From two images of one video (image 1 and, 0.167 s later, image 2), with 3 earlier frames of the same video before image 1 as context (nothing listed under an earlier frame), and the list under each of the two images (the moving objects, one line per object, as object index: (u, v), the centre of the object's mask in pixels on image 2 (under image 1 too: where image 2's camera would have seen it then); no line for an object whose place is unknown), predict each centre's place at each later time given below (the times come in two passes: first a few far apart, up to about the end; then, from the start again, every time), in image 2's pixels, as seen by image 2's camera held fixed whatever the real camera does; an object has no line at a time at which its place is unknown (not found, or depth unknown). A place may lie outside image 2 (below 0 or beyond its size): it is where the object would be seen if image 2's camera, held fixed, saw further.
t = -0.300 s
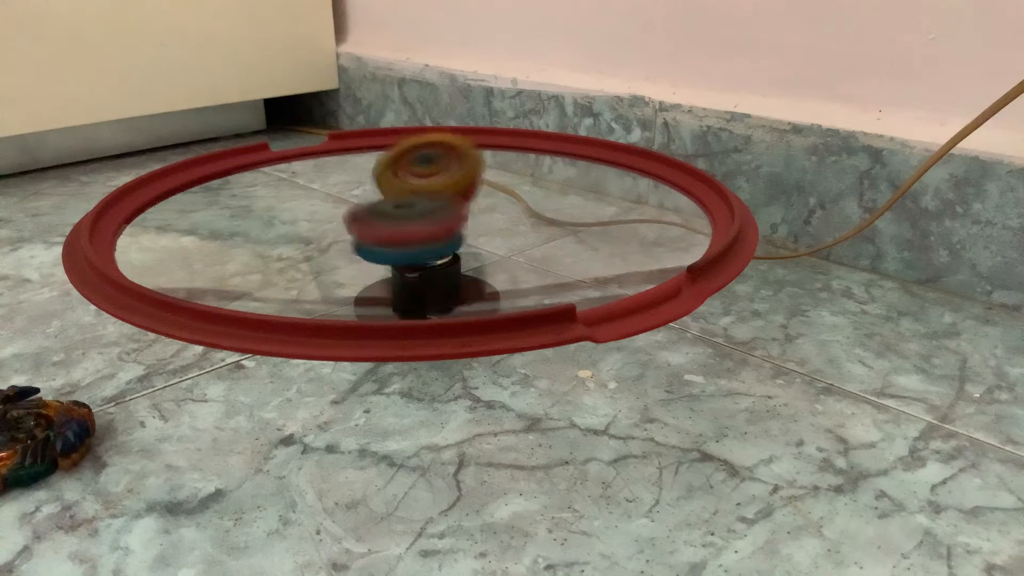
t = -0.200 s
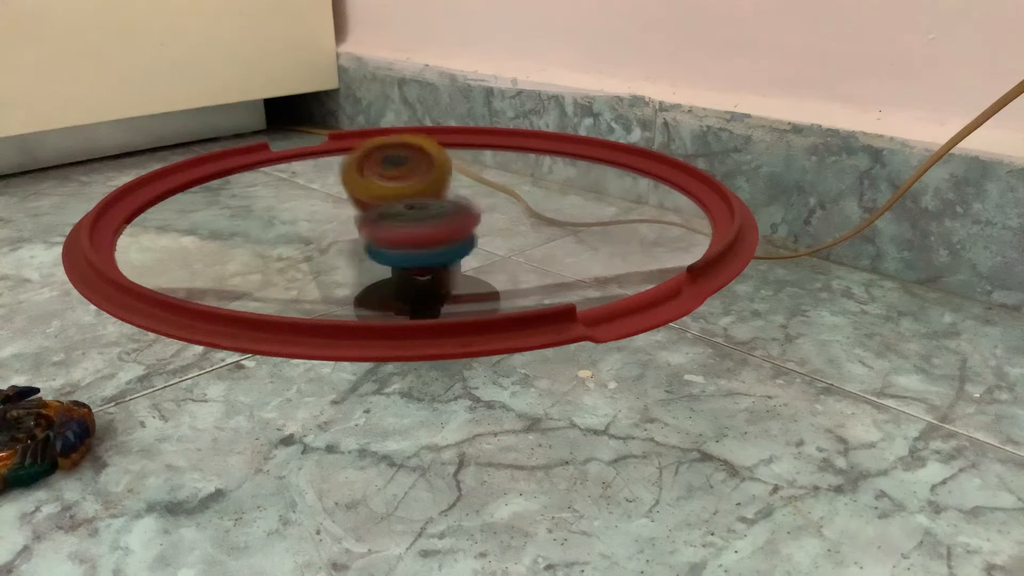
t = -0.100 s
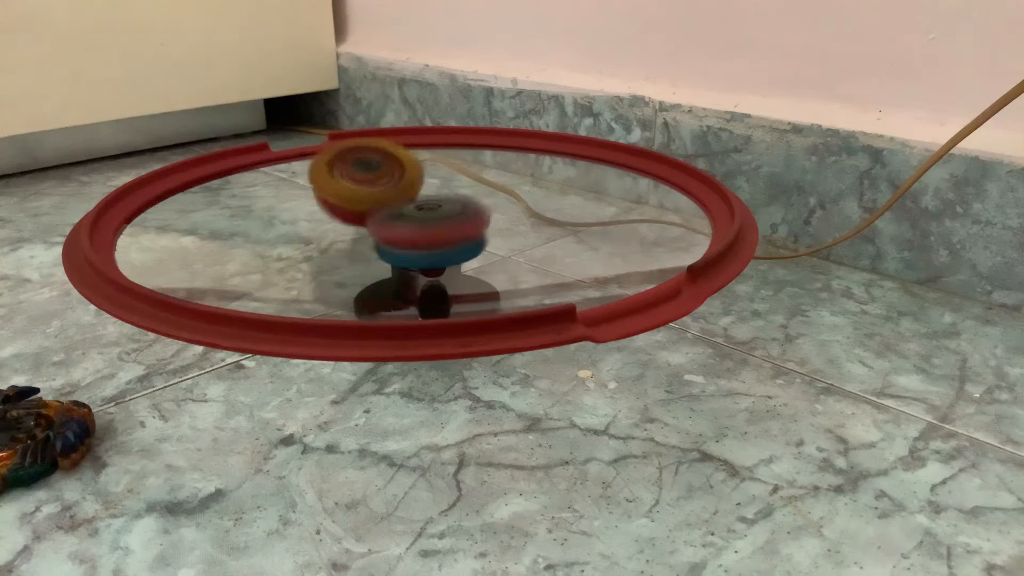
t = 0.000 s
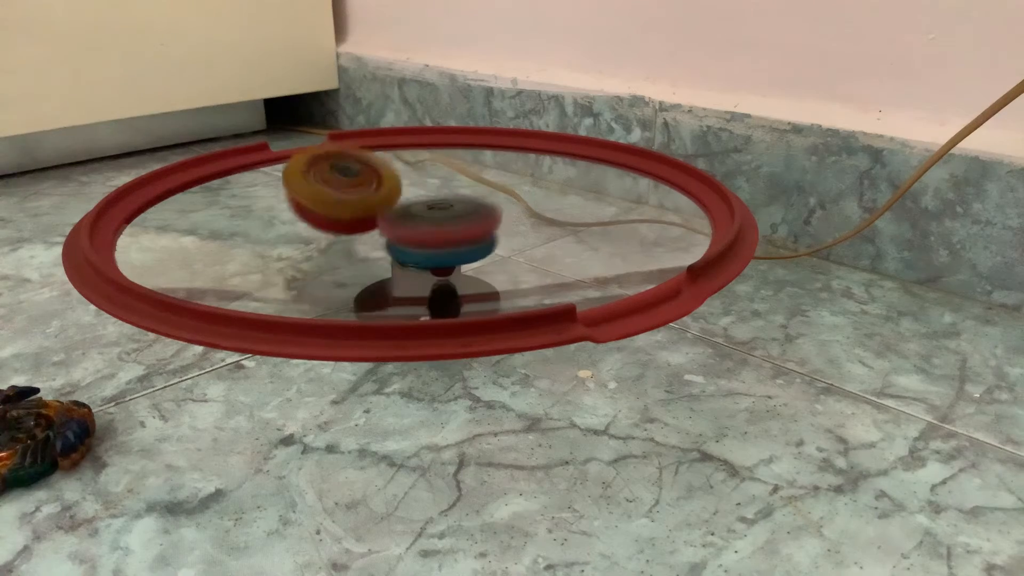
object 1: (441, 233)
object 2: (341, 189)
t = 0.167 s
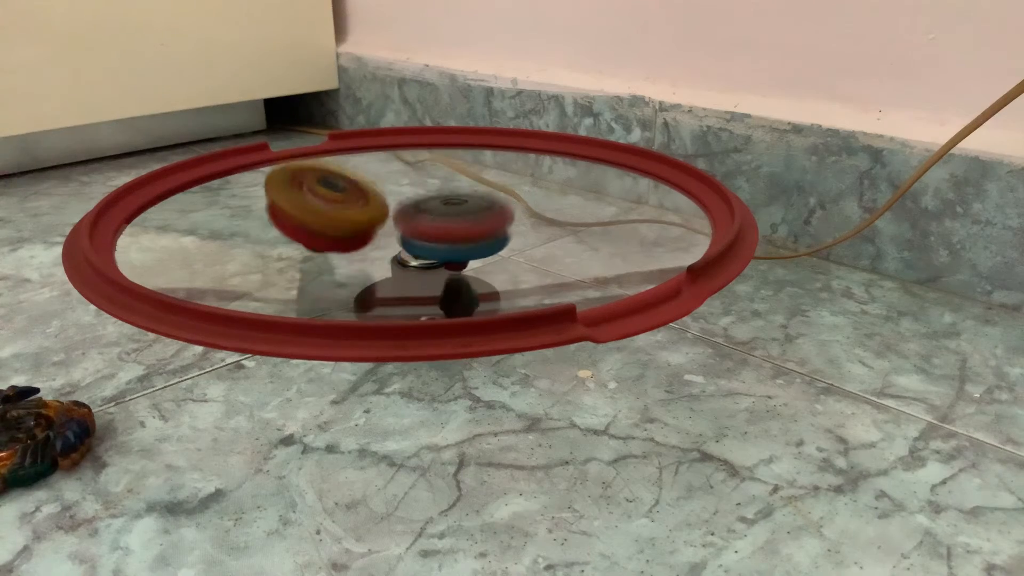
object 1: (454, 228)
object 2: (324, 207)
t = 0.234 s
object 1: (456, 224)
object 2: (328, 216)
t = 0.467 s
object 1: (467, 210)
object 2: (368, 244)
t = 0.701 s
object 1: (452, 189)
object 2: (464, 235)
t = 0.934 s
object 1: (426, 199)
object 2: (533, 218)
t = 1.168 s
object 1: (405, 202)
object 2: (521, 191)
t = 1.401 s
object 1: (370, 212)
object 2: (463, 174)
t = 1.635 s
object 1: (366, 226)
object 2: (386, 167)
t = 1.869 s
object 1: (397, 241)
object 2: (331, 195)
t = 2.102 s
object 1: (492, 244)
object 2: (321, 218)
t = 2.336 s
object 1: (538, 229)
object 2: (404, 231)
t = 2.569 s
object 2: (430, 222)
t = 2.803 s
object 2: (438, 221)
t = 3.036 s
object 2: (412, 223)
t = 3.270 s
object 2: (377, 226)
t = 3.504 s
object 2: (379, 233)
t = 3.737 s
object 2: (416, 234)
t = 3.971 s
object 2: (493, 235)
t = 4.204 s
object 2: (493, 218)
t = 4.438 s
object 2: (476, 205)
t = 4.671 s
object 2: (465, 204)
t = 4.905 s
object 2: (459, 206)
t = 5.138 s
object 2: (489, 203)
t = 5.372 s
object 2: (494, 198)
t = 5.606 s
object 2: (489, 179)
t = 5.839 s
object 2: (454, 184)
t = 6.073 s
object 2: (432, 185)
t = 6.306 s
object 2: (443, 181)
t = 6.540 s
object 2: (437, 175)
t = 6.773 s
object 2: (423, 176)
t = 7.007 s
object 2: (431, 184)
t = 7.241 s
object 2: (456, 192)
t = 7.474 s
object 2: (465, 191)
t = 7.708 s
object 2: (483, 186)
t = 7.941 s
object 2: (481, 187)
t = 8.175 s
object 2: (489, 190)
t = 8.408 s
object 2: (490, 194)
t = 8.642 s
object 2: (491, 195)
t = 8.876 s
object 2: (488, 195)
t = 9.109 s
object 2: (481, 202)
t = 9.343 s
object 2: (496, 200)
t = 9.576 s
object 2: (496, 198)
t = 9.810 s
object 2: (491, 198)
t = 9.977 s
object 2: (487, 200)
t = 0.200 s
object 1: (455, 226)
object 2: (325, 211)
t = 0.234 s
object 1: (456, 224)
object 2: (328, 216)
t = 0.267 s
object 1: (459, 222)
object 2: (330, 220)
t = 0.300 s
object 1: (463, 220)
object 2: (332, 224)
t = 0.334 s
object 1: (465, 218)
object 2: (335, 228)
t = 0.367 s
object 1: (466, 216)
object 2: (340, 232)
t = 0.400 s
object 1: (466, 214)
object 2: (347, 235)
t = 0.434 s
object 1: (467, 212)
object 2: (356, 238)
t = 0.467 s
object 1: (467, 210)
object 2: (368, 244)
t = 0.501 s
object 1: (467, 207)
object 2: (381, 246)
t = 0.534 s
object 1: (467, 203)
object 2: (395, 247)
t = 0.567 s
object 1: (466, 200)
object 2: (408, 247)
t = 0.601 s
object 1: (463, 196)
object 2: (423, 239)
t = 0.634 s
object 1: (459, 192)
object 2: (437, 238)
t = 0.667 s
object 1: (456, 191)
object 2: (452, 237)
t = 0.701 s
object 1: (452, 189)
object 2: (464, 235)
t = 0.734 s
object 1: (446, 190)
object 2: (479, 238)
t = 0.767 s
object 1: (441, 192)
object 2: (492, 236)
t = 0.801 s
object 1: (437, 194)
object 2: (503, 233)
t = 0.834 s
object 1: (434, 196)
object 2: (513, 229)
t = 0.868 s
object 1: (431, 197)
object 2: (522, 226)
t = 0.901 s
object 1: (429, 198)
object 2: (528, 222)
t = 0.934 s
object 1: (426, 199)
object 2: (533, 218)
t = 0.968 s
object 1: (423, 200)
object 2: (536, 215)
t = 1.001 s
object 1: (419, 201)
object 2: (537, 211)
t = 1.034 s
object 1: (415, 202)
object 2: (536, 206)
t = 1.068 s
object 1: (412, 202)
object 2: (535, 202)
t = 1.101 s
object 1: (409, 203)
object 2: (531, 198)
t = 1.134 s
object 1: (407, 203)
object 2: (526, 195)
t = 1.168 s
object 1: (405, 202)
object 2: (521, 191)
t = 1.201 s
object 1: (400, 202)
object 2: (517, 187)
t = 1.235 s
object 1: (394, 204)
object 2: (511, 184)
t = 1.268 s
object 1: (388, 205)
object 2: (503, 181)
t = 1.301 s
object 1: (383, 206)
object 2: (493, 179)
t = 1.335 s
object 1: (379, 208)
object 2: (483, 177)
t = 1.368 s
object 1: (374, 210)
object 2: (473, 175)
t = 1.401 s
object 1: (370, 212)
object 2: (463, 174)
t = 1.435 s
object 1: (368, 213)
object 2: (453, 173)
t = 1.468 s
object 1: (365, 216)
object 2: (442, 172)
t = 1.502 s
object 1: (364, 217)
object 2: (431, 171)
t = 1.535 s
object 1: (363, 219)
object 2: (419, 170)
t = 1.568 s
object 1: (364, 220)
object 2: (410, 169)
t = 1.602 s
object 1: (365, 222)
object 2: (397, 168)
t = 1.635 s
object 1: (366, 226)
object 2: (386, 167)
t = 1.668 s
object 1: (368, 230)
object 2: (376, 170)
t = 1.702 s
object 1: (370, 234)
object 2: (368, 173)
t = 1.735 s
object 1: (374, 236)
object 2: (358, 177)
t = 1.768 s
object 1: (380, 237)
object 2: (348, 179)
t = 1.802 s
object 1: (386, 239)
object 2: (342, 184)
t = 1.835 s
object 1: (391, 241)
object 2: (336, 188)
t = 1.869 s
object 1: (397, 241)
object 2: (331, 195)
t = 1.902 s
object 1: (404, 242)
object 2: (327, 199)
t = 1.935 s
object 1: (410, 242)
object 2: (324, 205)
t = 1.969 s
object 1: (422, 243)
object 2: (324, 210)
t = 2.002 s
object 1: (445, 245)
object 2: (321, 213)
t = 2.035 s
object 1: (463, 246)
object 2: (317, 214)
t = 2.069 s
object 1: (479, 245)
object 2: (317, 215)
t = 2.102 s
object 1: (492, 244)
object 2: (321, 218)
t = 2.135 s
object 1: (503, 242)
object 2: (328, 220)
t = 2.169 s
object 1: (512, 240)
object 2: (337, 224)
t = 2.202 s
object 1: (520, 238)
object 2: (348, 226)
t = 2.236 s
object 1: (527, 236)
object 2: (361, 228)
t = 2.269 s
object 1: (532, 234)
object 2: (375, 228)
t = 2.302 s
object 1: (536, 231)
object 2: (391, 230)
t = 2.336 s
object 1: (538, 229)
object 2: (404, 231)
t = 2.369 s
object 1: (553, 225)
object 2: (406, 229)
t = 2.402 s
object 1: (564, 221)
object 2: (404, 227)
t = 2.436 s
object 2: (406, 222)
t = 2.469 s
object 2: (410, 220)
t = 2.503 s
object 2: (417, 215)
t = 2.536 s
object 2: (423, 221)
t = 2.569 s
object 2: (430, 222)
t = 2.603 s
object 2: (436, 221)
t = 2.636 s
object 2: (438, 220)
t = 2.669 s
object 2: (438, 217)
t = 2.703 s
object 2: (439, 220)
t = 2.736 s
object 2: (440, 221)
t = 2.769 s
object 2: (439, 220)
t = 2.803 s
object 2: (438, 221)
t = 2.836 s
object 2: (439, 220)
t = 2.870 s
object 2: (438, 221)
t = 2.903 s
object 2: (435, 221)
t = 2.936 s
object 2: (430, 222)
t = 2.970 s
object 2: (425, 223)
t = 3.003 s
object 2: (419, 223)
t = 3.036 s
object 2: (412, 223)
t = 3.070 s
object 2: (406, 223)
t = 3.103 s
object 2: (400, 223)
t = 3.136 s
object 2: (395, 224)
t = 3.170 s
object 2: (389, 224)
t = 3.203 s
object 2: (384, 225)
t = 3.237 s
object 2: (380, 225)
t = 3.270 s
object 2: (377, 226)
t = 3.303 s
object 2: (376, 226)
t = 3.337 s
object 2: (373, 228)
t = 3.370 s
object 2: (372, 230)
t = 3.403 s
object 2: (372, 231)
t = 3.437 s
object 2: (374, 232)
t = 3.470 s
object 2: (375, 232)
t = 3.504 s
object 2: (379, 233)
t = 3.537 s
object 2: (382, 234)
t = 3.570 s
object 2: (388, 234)
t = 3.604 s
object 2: (392, 234)
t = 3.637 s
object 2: (399, 243)
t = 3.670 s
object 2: (403, 246)
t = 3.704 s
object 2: (410, 235)
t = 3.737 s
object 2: (416, 234)
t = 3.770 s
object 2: (423, 233)
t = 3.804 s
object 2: (436, 234)
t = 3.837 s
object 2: (455, 236)
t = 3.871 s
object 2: (470, 237)
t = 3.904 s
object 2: (481, 237)
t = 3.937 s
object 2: (488, 236)
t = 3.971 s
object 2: (493, 235)
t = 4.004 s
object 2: (496, 233)
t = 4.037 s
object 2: (499, 231)
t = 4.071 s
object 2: (501, 229)
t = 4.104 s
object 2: (501, 226)
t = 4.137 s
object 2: (499, 224)
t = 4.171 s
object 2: (497, 221)
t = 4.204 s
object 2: (493, 218)
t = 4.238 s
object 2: (489, 215)
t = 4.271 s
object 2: (483, 212)
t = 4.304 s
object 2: (477, 211)
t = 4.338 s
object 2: (480, 208)
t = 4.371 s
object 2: (481, 207)
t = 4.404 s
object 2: (479, 206)
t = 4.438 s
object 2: (476, 205)
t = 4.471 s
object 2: (476, 204)
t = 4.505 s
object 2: (473, 203)
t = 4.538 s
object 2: (468, 203)
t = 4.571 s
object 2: (464, 203)
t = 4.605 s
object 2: (466, 203)
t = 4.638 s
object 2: (467, 203)
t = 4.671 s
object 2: (465, 204)
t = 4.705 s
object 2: (461, 206)
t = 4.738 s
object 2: (458, 206)
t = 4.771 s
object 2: (458, 205)
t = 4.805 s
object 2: (460, 206)
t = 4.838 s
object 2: (458, 206)
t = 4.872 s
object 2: (458, 207)
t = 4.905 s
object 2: (459, 206)
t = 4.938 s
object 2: (460, 207)
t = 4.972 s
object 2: (462, 207)
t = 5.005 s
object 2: (463, 207)
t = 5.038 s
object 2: (470, 207)
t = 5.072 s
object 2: (479, 205)
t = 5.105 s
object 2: (485, 204)
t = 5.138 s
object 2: (489, 203)
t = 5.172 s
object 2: (492, 202)
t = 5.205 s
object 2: (495, 201)
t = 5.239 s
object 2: (496, 200)
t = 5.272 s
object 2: (496, 200)
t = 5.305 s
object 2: (495, 199)
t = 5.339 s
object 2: (494, 199)
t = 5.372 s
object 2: (494, 198)
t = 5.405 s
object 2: (493, 196)
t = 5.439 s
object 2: (491, 195)
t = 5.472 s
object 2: (493, 190)
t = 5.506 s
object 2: (493, 186)
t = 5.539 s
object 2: (493, 182)
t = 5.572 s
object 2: (492, 179)
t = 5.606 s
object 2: (489, 179)
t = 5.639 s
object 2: (486, 177)
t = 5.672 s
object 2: (481, 178)
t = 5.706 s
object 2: (476, 178)
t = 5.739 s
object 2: (471, 179)
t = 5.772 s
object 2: (465, 181)
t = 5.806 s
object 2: (461, 182)
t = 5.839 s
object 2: (454, 184)
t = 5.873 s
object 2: (448, 185)
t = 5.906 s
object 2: (444, 187)
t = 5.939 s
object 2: (440, 187)
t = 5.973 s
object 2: (437, 187)
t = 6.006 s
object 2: (434, 186)
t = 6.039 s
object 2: (433, 186)
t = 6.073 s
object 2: (432, 185)
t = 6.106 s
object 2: (434, 184)
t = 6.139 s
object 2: (436, 184)
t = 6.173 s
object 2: (439, 185)
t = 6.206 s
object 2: (440, 184)
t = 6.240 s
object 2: (441, 183)
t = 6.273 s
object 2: (443, 182)
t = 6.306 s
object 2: (443, 181)
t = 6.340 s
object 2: (444, 180)
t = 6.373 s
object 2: (445, 178)
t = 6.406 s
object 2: (445, 177)
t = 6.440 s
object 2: (444, 176)
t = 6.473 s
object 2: (442, 176)
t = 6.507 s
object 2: (440, 175)
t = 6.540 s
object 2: (437, 175)
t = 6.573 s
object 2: (434, 174)
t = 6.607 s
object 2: (432, 174)
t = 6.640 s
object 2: (430, 174)
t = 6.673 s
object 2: (428, 174)
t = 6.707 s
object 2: (425, 174)
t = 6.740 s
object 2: (423, 176)
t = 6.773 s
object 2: (423, 176)
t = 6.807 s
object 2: (424, 177)
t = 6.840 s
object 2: (425, 178)
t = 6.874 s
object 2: (426, 179)
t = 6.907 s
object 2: (427, 179)
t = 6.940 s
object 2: (427, 181)
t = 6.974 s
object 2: (428, 182)
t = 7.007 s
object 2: (431, 184)
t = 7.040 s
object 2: (435, 185)
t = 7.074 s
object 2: (439, 187)
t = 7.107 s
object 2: (443, 189)
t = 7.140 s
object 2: (448, 189)
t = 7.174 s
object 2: (450, 190)
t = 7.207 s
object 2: (453, 191)
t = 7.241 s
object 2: (456, 192)
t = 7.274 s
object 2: (458, 192)
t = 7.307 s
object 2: (460, 192)
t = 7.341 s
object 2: (462, 192)
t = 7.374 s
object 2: (464, 192)
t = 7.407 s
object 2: (464, 192)
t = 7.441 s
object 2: (465, 191)
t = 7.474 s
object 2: (465, 191)
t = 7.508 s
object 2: (466, 191)
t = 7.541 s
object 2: (467, 191)
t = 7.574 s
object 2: (470, 190)
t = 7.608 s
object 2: (476, 188)
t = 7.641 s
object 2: (481, 187)
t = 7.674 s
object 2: (482, 186)
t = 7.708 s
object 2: (483, 186)
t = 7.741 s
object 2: (484, 185)
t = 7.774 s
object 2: (483, 185)
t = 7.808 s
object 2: (483, 186)
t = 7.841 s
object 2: (482, 186)
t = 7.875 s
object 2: (481, 186)
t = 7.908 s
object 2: (480, 187)
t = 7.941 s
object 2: (481, 187)
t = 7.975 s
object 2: (481, 189)
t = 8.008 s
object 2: (484, 189)
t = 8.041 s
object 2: (488, 189)
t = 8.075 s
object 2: (488, 188)
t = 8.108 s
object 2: (489, 189)
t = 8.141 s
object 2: (489, 189)
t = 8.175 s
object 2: (489, 190)
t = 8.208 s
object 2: (489, 190)
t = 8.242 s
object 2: (489, 191)
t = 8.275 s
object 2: (491, 191)
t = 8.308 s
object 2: (491, 192)
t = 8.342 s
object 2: (490, 192)
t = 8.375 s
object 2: (490, 193)
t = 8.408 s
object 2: (490, 194)
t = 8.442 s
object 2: (490, 194)
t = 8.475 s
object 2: (491, 194)
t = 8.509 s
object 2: (491, 194)
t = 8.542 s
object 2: (492, 195)
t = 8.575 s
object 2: (493, 195)
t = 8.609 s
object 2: (494, 195)
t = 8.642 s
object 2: (491, 195)
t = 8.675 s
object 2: (490, 195)
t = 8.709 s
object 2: (490, 196)
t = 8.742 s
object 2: (489, 196)
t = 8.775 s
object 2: (491, 195)
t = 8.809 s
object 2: (491, 195)
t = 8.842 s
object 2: (489, 195)
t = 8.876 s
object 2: (488, 195)
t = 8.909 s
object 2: (487, 196)
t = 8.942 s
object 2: (486, 197)
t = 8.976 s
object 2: (484, 198)
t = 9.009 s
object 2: (482, 199)
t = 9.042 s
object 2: (481, 200)
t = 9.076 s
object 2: (482, 201)
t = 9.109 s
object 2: (481, 202)
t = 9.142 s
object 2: (480, 203)
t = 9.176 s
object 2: (483, 203)
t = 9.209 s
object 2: (489, 203)
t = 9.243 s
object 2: (492, 202)
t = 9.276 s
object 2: (493, 202)
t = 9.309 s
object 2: (494, 201)
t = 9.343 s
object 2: (496, 200)
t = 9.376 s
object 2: (497, 199)
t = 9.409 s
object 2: (496, 199)
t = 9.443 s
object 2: (495, 199)
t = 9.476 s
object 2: (494, 199)
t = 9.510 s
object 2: (492, 199)
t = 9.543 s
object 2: (494, 198)
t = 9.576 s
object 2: (496, 198)
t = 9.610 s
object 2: (494, 198)
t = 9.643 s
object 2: (494, 198)
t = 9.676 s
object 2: (494, 198)
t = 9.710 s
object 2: (494, 198)
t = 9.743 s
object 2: (493, 198)
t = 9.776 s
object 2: (492, 199)
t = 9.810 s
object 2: (491, 198)
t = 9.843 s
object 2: (493, 198)
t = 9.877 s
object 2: (491, 198)
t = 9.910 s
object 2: (489, 199)
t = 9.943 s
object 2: (488, 199)
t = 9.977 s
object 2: (487, 200)
